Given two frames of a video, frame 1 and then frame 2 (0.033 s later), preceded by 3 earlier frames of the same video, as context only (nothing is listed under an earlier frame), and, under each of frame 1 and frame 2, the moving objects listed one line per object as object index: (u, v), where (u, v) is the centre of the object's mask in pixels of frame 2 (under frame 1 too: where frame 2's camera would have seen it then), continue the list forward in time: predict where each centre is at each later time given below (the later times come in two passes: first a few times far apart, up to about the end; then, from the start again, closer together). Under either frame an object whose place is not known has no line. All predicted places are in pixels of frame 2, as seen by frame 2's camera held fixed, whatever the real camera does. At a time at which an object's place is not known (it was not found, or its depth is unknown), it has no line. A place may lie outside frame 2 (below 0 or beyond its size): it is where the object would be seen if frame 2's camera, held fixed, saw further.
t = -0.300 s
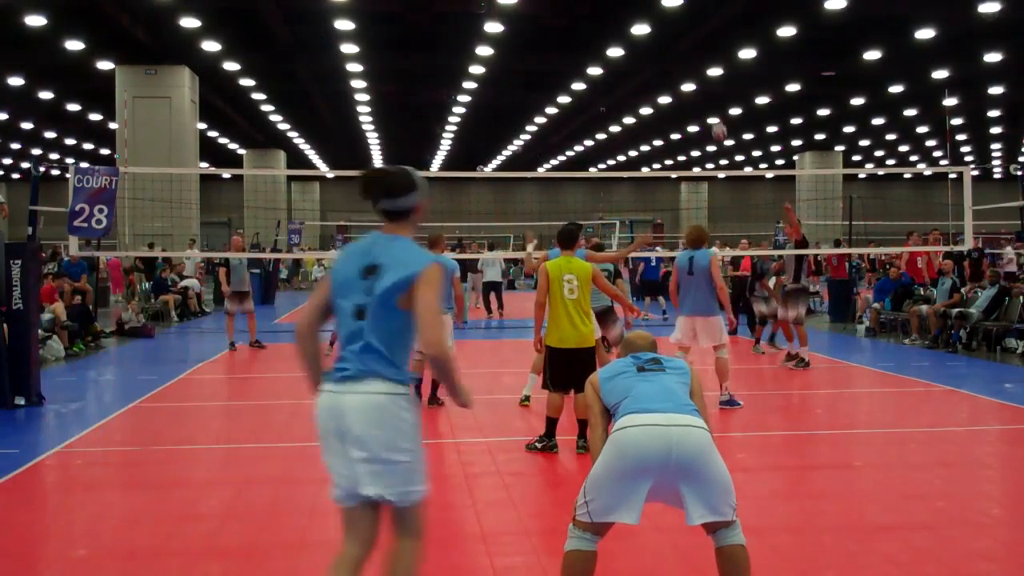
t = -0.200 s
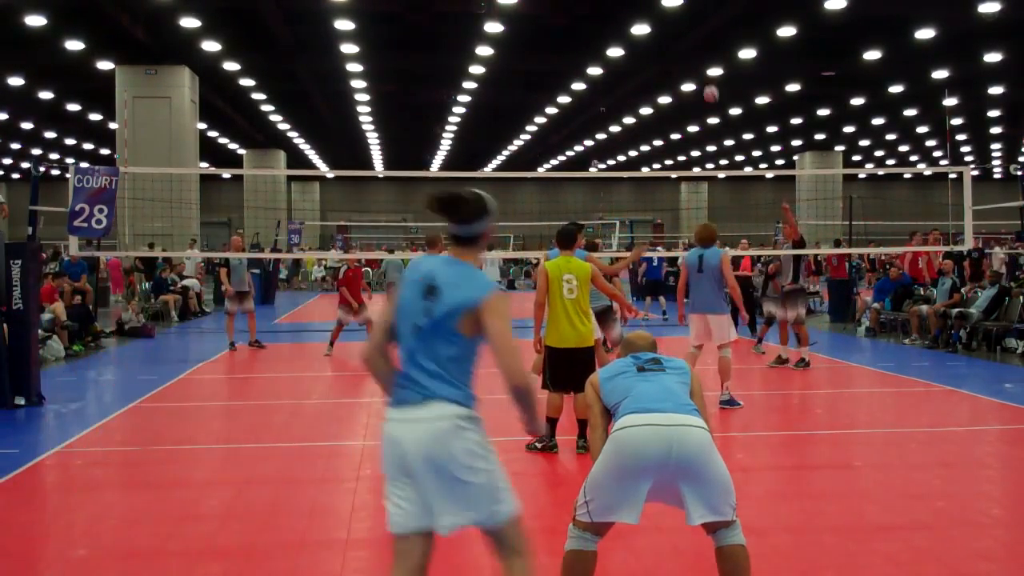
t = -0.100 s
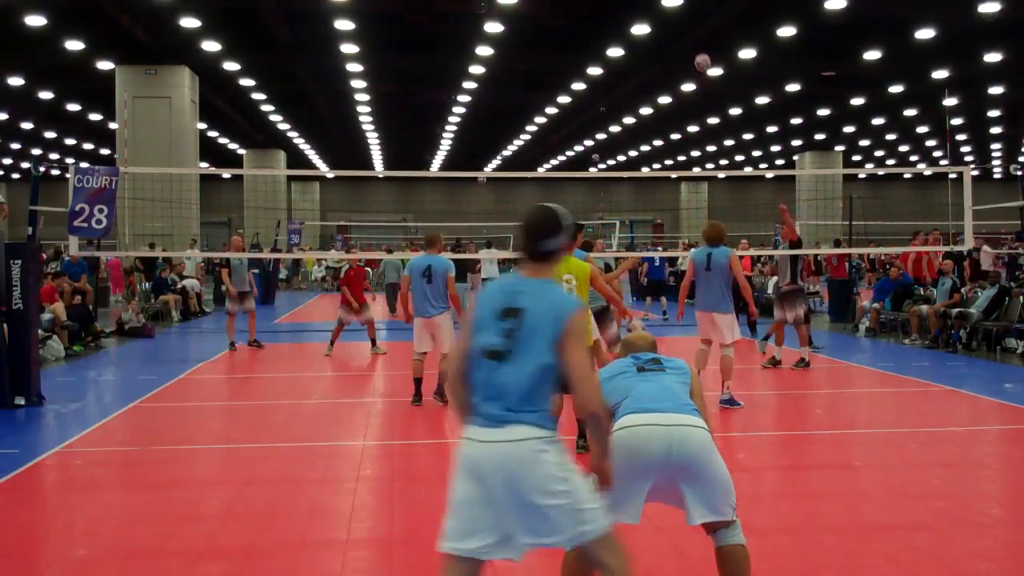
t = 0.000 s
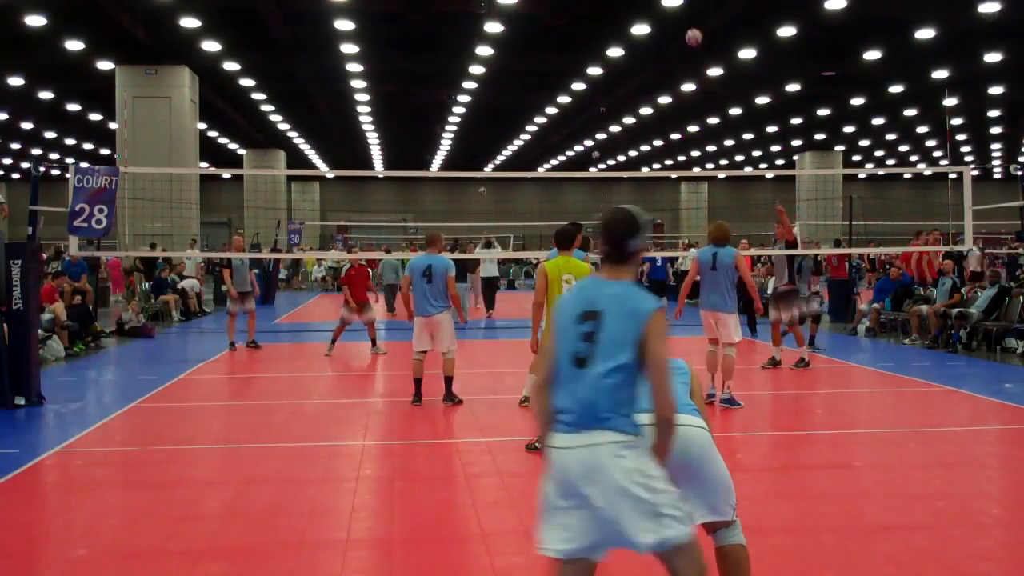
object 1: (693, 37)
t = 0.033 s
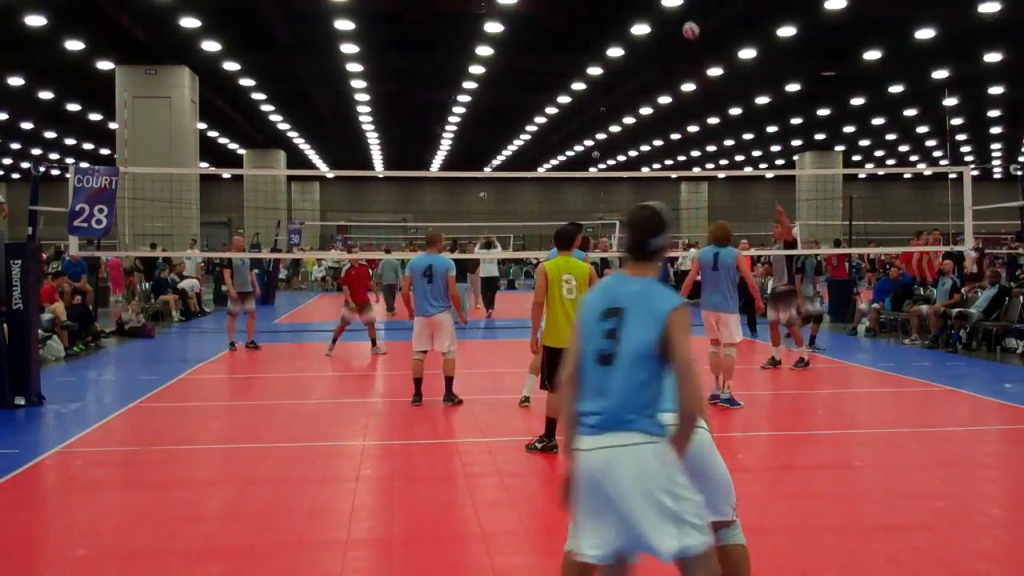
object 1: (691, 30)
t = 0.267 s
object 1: (667, 6)
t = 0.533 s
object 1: (639, 21)
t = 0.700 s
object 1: (619, 66)
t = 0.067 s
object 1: (687, 24)
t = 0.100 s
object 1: (684, 19)
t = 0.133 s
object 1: (681, 14)
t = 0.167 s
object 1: (678, 11)
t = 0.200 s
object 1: (675, 8)
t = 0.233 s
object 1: (671, 6)
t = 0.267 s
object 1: (667, 6)
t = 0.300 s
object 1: (663, 5)
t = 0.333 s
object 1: (659, 5)
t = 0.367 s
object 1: (656, 6)
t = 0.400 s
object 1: (653, 6)
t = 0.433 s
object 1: (650, 9)
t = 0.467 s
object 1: (646, 12)
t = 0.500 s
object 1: (643, 15)
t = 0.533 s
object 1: (639, 21)
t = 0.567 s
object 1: (634, 29)
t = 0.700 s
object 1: (619, 66)
